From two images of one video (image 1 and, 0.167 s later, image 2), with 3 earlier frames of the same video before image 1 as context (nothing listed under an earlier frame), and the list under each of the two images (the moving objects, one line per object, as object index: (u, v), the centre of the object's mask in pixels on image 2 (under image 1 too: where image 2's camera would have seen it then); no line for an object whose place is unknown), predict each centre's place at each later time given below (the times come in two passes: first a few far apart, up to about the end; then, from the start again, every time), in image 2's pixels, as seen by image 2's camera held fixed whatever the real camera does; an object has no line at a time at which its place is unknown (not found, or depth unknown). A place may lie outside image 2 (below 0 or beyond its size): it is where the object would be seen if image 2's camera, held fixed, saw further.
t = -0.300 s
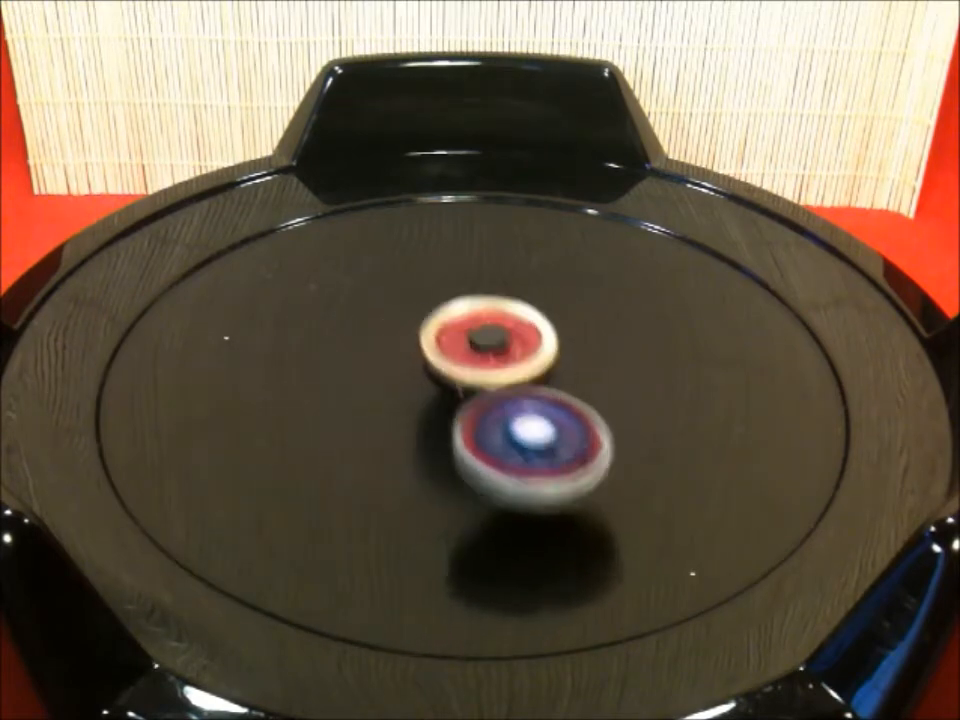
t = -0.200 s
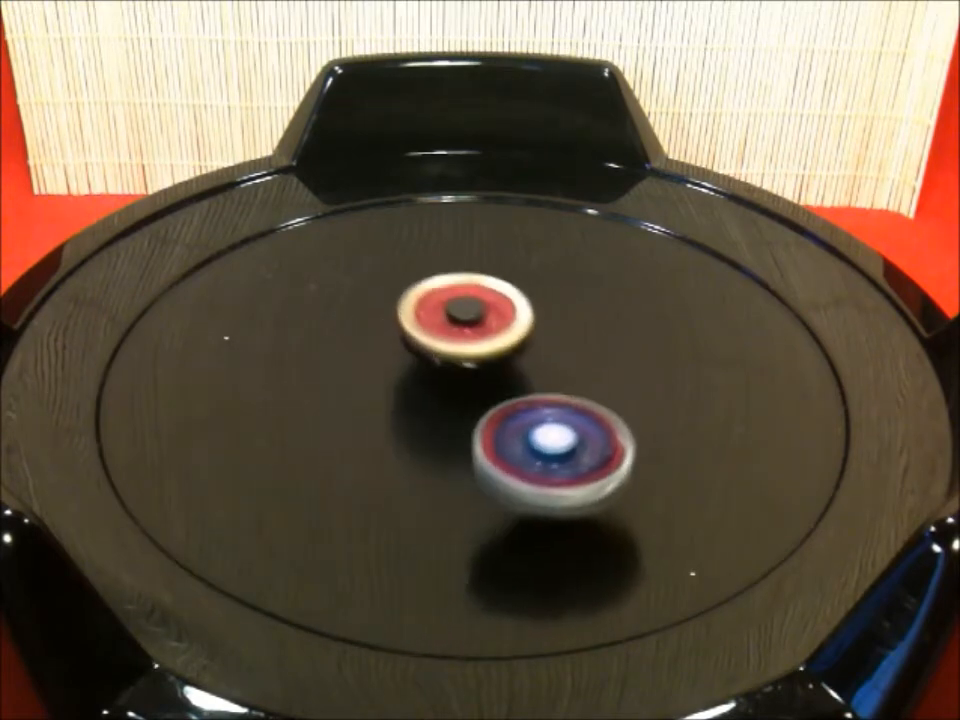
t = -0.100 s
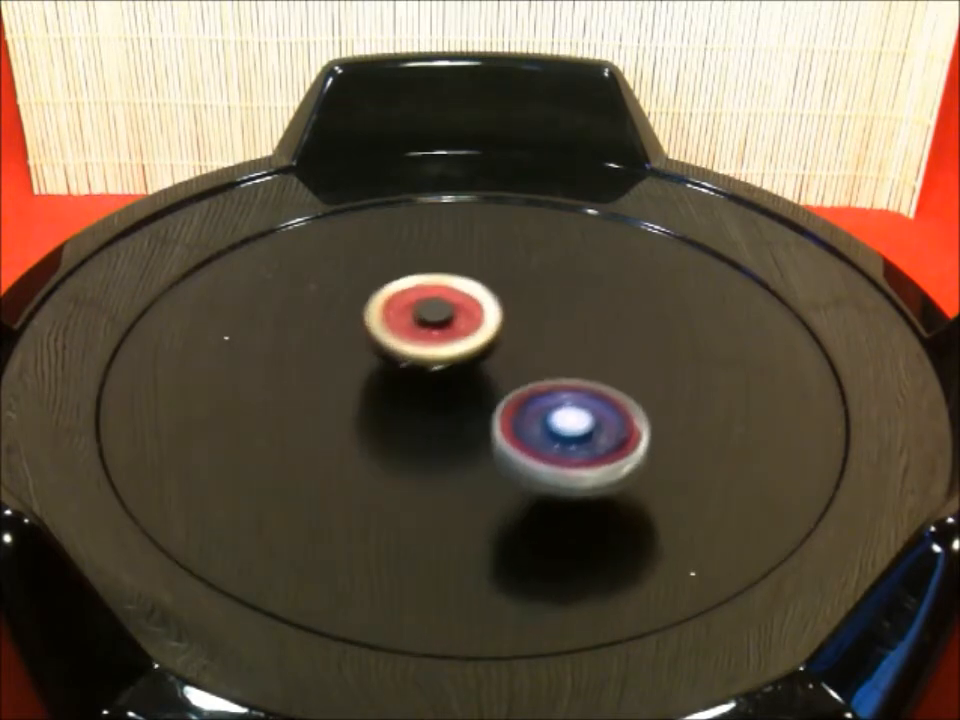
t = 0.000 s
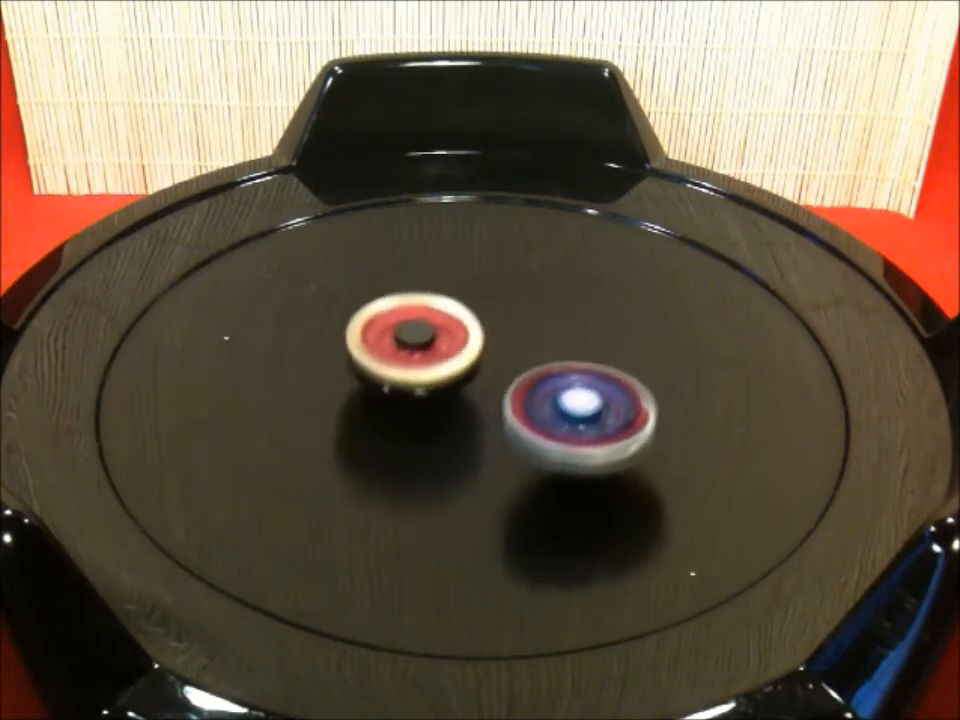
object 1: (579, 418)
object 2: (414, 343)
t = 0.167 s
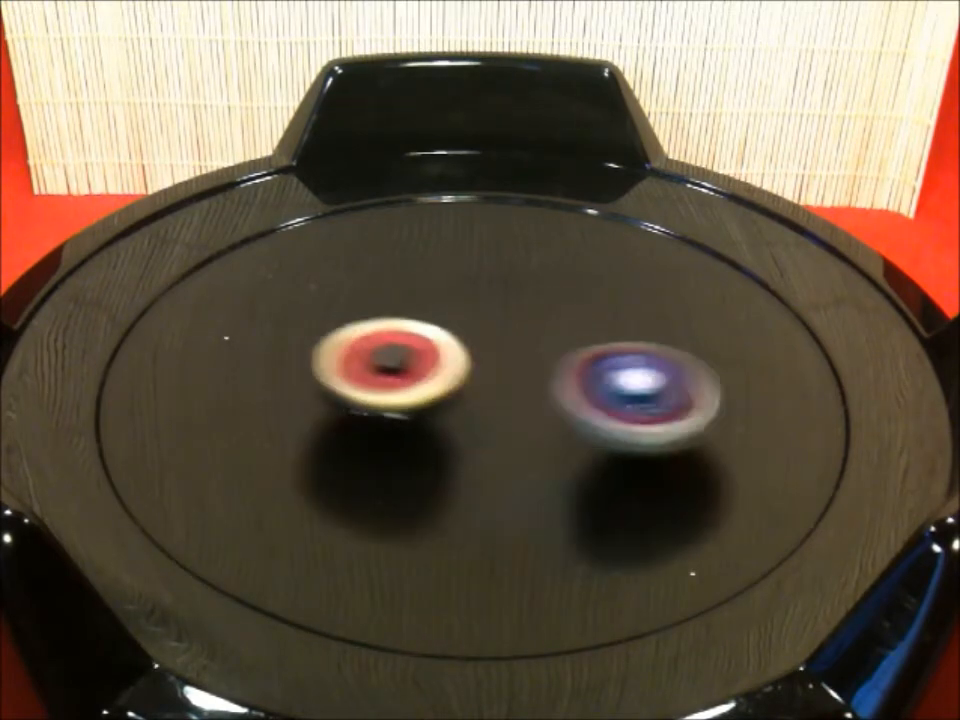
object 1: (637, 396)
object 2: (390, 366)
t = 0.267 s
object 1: (670, 373)
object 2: (346, 367)
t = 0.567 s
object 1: (593, 308)
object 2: (431, 424)
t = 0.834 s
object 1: (514, 286)
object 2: (506, 406)
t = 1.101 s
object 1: (368, 252)
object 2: (527, 482)
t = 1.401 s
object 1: (309, 405)
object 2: (571, 452)
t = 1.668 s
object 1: (422, 484)
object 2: (639, 386)
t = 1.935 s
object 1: (557, 467)
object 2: (527, 339)
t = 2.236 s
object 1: (576, 409)
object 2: (403, 366)
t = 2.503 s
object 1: (607, 363)
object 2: (322, 414)
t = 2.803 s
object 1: (564, 331)
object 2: (416, 446)
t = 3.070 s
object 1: (517, 323)
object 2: (445, 402)
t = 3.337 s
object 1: (486, 295)
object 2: (404, 422)
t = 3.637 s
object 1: (447, 294)
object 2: (433, 436)
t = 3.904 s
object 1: (421, 296)
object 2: (500, 476)
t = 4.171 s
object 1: (421, 334)
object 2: (549, 438)
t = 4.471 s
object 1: (432, 340)
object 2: (591, 424)
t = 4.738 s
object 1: (424, 356)
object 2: (619, 396)
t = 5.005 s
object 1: (379, 380)
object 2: (633, 380)
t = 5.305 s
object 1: (416, 416)
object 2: (554, 376)
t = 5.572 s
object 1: (421, 443)
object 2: (546, 361)
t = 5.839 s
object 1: (398, 504)
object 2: (532, 330)
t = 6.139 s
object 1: (514, 571)
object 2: (515, 262)
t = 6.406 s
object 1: (549, 521)
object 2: (453, 314)
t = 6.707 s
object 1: (518, 455)
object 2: (455, 341)
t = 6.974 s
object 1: (485, 446)
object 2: (452, 316)
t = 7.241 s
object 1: (477, 446)
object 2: (421, 305)
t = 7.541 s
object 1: (490, 459)
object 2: (398, 291)
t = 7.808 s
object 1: (491, 384)
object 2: (385, 298)
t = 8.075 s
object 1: (459, 430)
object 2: (319, 276)
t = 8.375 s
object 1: (476, 377)
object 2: (337, 329)
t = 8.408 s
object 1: (480, 379)
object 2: (324, 326)
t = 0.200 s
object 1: (660, 392)
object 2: (368, 364)
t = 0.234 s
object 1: (669, 384)
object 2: (353, 364)
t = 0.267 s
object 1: (670, 373)
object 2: (346, 367)
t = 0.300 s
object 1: (667, 362)
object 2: (344, 373)
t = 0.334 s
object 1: (662, 351)
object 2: (346, 381)
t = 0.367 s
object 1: (655, 342)
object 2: (351, 390)
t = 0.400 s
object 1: (646, 334)
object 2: (359, 400)
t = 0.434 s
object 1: (636, 327)
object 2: (370, 408)
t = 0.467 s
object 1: (626, 321)
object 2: (383, 414)
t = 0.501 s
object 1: (615, 316)
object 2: (398, 420)
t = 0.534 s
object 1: (604, 312)
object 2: (415, 423)
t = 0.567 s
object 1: (593, 308)
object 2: (431, 424)
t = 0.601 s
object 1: (582, 307)
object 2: (448, 424)
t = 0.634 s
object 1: (572, 305)
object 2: (463, 422)
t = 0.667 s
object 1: (561, 304)
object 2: (476, 416)
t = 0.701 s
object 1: (551, 303)
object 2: (487, 411)
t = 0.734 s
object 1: (541, 303)
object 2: (497, 403)
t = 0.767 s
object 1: (531, 303)
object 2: (504, 397)
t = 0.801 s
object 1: (521, 301)
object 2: (509, 390)
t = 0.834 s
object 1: (514, 286)
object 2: (506, 406)
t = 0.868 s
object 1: (507, 259)
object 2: (501, 431)
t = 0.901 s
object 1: (496, 243)
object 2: (498, 453)
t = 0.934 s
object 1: (482, 234)
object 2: (496, 468)
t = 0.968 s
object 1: (464, 231)
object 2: (496, 479)
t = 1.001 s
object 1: (443, 233)
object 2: (499, 484)
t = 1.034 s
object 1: (420, 236)
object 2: (507, 485)
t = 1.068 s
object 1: (394, 243)
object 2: (517, 485)
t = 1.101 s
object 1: (368, 252)
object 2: (527, 482)
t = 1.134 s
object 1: (344, 263)
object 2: (536, 480)
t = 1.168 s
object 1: (324, 277)
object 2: (544, 478)
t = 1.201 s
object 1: (306, 294)
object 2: (550, 474)
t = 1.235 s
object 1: (295, 311)
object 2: (556, 471)
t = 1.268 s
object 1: (288, 329)
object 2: (561, 467)
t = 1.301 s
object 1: (286, 349)
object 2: (564, 463)
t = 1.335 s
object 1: (288, 368)
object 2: (567, 460)
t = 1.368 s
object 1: (297, 387)
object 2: (569, 456)
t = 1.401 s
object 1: (309, 405)
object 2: (571, 452)
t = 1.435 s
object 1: (327, 422)
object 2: (571, 447)
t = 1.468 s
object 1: (348, 437)
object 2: (571, 443)
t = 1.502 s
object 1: (374, 450)
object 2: (571, 439)
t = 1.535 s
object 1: (401, 460)
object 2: (569, 435)
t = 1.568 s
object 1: (414, 469)
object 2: (580, 425)
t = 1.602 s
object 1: (406, 476)
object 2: (609, 411)
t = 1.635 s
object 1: (409, 481)
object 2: (630, 397)
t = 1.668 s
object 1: (422, 484)
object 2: (639, 386)
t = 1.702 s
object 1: (442, 487)
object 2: (638, 375)
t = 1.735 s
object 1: (464, 488)
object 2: (629, 367)
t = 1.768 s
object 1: (485, 487)
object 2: (614, 361)
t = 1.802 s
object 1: (504, 485)
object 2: (597, 355)
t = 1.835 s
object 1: (520, 482)
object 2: (579, 350)
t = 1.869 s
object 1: (535, 478)
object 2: (562, 346)
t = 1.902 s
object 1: (547, 473)
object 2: (545, 342)
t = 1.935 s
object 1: (557, 467)
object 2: (527, 339)
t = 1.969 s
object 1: (563, 460)
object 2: (510, 337)
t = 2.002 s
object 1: (569, 453)
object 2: (493, 337)
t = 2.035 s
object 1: (573, 447)
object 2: (476, 337)
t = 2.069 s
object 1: (576, 439)
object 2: (459, 338)
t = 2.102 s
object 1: (579, 432)
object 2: (444, 342)
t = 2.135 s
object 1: (580, 425)
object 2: (430, 347)
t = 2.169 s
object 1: (580, 419)
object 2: (418, 352)
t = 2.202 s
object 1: (579, 414)
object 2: (409, 359)
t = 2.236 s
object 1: (576, 409)
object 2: (403, 366)
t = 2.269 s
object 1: (572, 404)
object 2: (399, 374)
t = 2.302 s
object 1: (567, 401)
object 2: (398, 382)
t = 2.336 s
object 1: (561, 397)
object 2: (400, 391)
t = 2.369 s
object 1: (556, 393)
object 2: (402, 399)
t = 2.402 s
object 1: (581, 384)
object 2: (378, 402)
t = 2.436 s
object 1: (602, 376)
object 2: (349, 406)
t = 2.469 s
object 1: (608, 369)
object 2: (331, 410)
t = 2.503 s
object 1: (607, 363)
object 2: (322, 414)
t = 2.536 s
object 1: (604, 357)
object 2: (322, 418)
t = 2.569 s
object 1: (599, 352)
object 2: (328, 423)
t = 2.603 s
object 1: (595, 347)
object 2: (338, 429)
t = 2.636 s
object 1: (591, 344)
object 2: (350, 434)
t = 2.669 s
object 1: (586, 340)
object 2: (362, 440)
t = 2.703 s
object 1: (580, 337)
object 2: (375, 444)
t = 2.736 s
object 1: (575, 335)
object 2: (389, 447)
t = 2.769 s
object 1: (570, 332)
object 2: (402, 449)
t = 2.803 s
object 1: (564, 331)
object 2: (416, 446)
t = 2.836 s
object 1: (558, 329)
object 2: (427, 444)
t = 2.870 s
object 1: (552, 327)
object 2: (437, 440)
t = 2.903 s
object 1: (547, 326)
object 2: (445, 435)
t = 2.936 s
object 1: (540, 324)
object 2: (450, 428)
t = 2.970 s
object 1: (535, 324)
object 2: (451, 422)
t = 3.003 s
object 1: (528, 324)
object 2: (451, 414)
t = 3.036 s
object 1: (523, 324)
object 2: (450, 407)
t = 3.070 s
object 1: (517, 323)
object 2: (445, 402)
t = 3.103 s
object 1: (516, 319)
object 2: (435, 399)
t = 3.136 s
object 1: (524, 306)
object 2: (412, 408)
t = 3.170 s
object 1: (527, 296)
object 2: (396, 414)
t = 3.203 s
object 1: (524, 292)
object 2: (387, 418)
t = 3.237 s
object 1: (515, 292)
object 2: (384, 420)
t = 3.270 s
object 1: (505, 292)
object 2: (387, 423)
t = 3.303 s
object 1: (495, 293)
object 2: (394, 422)
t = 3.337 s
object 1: (486, 295)
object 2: (404, 422)
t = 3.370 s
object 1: (479, 296)
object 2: (414, 422)
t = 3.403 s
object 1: (472, 299)
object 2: (423, 420)
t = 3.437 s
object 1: (465, 302)
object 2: (430, 416)
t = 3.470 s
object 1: (459, 305)
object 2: (435, 412)
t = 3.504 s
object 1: (454, 309)
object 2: (438, 410)
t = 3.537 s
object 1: (449, 312)
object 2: (440, 408)
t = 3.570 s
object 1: (446, 315)
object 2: (441, 407)
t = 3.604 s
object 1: (445, 310)
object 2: (438, 412)
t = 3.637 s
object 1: (447, 294)
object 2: (433, 436)
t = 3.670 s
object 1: (448, 282)
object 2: (430, 457)
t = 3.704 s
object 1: (448, 276)
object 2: (432, 470)
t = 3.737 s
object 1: (445, 276)
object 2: (438, 477)
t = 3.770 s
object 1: (440, 280)
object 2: (450, 481)
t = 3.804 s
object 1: (434, 284)
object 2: (462, 481)
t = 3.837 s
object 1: (429, 288)
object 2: (475, 481)
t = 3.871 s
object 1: (425, 292)
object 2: (488, 480)
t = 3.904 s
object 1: (421, 296)
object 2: (500, 476)
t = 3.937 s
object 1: (418, 301)
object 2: (511, 473)
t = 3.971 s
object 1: (415, 305)
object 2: (520, 469)
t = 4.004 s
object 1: (414, 310)
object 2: (528, 465)
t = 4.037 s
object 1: (413, 315)
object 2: (535, 460)
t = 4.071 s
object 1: (413, 320)
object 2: (541, 454)
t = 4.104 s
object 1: (415, 325)
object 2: (545, 449)
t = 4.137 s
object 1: (417, 330)
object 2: (548, 443)
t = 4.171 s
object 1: (421, 334)
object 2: (549, 438)
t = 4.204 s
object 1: (426, 339)
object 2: (548, 432)
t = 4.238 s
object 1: (432, 344)
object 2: (547, 426)
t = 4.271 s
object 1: (437, 348)
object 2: (544, 418)
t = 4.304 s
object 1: (437, 349)
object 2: (549, 417)
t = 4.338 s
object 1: (430, 341)
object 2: (565, 425)
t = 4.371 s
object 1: (427, 337)
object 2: (577, 432)
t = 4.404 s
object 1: (427, 336)
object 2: (585, 432)
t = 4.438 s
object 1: (430, 338)
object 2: (588, 429)
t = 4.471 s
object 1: (432, 340)
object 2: (591, 424)
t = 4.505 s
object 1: (434, 344)
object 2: (592, 419)
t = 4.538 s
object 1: (437, 348)
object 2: (593, 415)
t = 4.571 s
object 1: (439, 352)
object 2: (593, 411)
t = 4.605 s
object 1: (442, 356)
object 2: (593, 407)
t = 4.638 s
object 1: (445, 359)
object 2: (592, 402)
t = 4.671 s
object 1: (448, 363)
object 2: (591, 399)
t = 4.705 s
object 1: (448, 365)
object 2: (593, 395)
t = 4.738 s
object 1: (424, 356)
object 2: (619, 396)
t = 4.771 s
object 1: (401, 352)
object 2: (642, 397)
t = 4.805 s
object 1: (390, 352)
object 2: (653, 398)
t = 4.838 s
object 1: (384, 356)
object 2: (656, 395)
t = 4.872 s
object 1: (380, 361)
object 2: (654, 392)
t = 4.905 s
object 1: (378, 366)
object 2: (650, 389)
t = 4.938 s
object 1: (377, 371)
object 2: (645, 385)
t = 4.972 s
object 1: (378, 376)
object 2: (639, 382)
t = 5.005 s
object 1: (379, 380)
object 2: (633, 380)
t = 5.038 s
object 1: (380, 385)
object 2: (625, 378)
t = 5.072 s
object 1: (382, 389)
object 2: (617, 376)
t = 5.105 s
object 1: (385, 394)
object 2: (609, 375)
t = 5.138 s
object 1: (389, 398)
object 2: (600, 374)
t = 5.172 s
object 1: (393, 402)
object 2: (590, 373)
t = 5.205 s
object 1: (398, 405)
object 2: (581, 373)
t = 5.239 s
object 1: (404, 409)
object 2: (571, 374)
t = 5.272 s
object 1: (410, 413)
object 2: (561, 375)
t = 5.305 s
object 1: (416, 416)
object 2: (554, 376)
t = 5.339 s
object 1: (411, 420)
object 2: (557, 373)
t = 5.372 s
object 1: (411, 422)
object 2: (558, 371)
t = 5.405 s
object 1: (416, 425)
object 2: (556, 371)
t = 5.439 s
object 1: (422, 427)
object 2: (552, 369)
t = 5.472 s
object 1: (427, 430)
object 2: (547, 369)
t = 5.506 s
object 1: (425, 433)
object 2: (544, 367)
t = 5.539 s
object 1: (419, 439)
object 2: (548, 362)
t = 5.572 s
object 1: (421, 443)
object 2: (546, 361)
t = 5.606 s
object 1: (424, 446)
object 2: (539, 360)
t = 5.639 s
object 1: (428, 449)
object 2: (532, 362)
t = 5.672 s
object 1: (432, 451)
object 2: (525, 363)
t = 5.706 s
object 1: (438, 453)
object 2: (518, 365)
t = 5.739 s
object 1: (442, 454)
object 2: (513, 366)
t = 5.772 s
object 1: (447, 455)
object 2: (507, 367)
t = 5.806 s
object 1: (434, 469)
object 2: (510, 358)
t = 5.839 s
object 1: (398, 504)
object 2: (532, 330)
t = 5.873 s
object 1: (375, 534)
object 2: (550, 302)
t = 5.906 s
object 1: (366, 558)
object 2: (562, 281)
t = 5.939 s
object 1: (368, 575)
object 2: (567, 264)
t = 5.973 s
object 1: (388, 580)
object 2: (566, 255)
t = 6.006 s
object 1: (424, 582)
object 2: (561, 250)
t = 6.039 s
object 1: (462, 581)
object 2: (551, 251)
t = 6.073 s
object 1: (488, 576)
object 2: (541, 253)
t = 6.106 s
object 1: (504, 573)
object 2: (528, 257)
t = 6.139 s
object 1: (514, 571)
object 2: (515, 262)
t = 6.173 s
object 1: (520, 569)
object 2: (502, 267)
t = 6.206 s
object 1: (525, 566)
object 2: (490, 274)
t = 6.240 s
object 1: (530, 561)
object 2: (480, 282)
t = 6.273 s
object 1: (535, 554)
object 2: (471, 289)
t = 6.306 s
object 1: (538, 547)
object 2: (465, 296)
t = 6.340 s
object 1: (543, 539)
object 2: (460, 302)
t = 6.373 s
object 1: (546, 530)
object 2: (456, 308)
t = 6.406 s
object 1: (549, 521)
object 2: (453, 314)
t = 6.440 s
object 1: (550, 511)
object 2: (451, 320)
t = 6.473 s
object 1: (550, 501)
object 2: (450, 327)
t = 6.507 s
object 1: (549, 491)
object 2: (448, 334)
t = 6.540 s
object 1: (544, 480)
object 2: (448, 341)
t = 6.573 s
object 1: (538, 469)
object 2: (450, 346)
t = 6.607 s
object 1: (530, 460)
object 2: (452, 352)
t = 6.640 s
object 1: (522, 449)
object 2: (456, 355)
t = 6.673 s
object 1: (518, 449)
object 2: (457, 353)
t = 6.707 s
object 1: (518, 455)
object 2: (455, 341)
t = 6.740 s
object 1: (515, 453)
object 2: (455, 334)
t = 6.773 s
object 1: (512, 449)
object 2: (455, 328)
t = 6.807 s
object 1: (508, 444)
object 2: (457, 326)
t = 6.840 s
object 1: (503, 439)
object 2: (457, 327)
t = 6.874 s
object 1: (498, 433)
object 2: (457, 331)
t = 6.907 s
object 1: (492, 428)
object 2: (456, 333)
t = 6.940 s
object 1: (487, 428)
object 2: (455, 333)
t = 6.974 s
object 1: (485, 446)
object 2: (452, 316)
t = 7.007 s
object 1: (481, 458)
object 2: (449, 301)
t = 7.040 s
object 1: (479, 462)
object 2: (446, 293)
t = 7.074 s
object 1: (479, 462)
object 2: (443, 291)
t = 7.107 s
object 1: (479, 460)
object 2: (439, 293)
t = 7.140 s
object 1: (478, 457)
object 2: (434, 295)
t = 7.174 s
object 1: (478, 453)
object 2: (429, 298)
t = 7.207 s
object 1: (478, 450)
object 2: (424, 302)
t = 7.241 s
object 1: (477, 446)
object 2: (421, 305)
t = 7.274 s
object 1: (476, 442)
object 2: (417, 309)
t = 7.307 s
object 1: (475, 438)
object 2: (415, 314)
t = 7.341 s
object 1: (473, 434)
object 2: (413, 318)
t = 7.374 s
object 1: (472, 430)
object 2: (413, 323)
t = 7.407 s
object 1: (469, 426)
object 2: (412, 327)
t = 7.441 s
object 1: (467, 422)
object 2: (412, 331)
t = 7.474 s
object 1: (473, 435)
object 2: (408, 323)
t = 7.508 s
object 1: (481, 451)
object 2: (402, 304)
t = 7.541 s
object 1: (490, 459)
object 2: (398, 291)
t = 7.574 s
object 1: (503, 460)
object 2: (397, 284)
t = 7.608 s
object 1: (514, 455)
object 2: (398, 282)
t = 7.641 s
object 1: (522, 448)
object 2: (396, 283)
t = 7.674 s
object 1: (525, 438)
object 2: (394, 285)
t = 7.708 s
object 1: (526, 426)
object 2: (391, 289)
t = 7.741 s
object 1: (520, 413)
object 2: (389, 291)
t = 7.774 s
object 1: (509, 399)
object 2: (387, 294)
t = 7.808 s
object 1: (491, 384)
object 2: (385, 298)
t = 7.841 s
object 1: (474, 377)
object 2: (381, 298)
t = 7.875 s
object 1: (469, 385)
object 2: (364, 283)
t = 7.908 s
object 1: (463, 395)
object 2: (347, 271)
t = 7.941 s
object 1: (457, 402)
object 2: (335, 265)
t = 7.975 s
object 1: (452, 409)
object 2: (329, 266)
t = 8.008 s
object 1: (448, 417)
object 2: (325, 268)
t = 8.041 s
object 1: (450, 424)
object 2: (322, 271)
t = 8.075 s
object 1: (459, 430)
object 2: (319, 276)
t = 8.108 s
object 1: (473, 433)
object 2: (317, 281)
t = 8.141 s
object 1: (484, 433)
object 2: (316, 285)
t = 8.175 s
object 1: (496, 429)
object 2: (316, 291)
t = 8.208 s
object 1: (505, 422)
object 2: (317, 297)
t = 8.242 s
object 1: (510, 414)
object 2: (318, 303)
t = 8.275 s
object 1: (508, 405)
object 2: (321, 309)
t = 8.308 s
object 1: (502, 395)
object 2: (325, 316)
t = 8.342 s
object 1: (492, 384)
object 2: (330, 323)
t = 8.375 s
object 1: (476, 377)
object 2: (337, 329)
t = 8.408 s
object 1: (480, 379)
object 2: (324, 326)
